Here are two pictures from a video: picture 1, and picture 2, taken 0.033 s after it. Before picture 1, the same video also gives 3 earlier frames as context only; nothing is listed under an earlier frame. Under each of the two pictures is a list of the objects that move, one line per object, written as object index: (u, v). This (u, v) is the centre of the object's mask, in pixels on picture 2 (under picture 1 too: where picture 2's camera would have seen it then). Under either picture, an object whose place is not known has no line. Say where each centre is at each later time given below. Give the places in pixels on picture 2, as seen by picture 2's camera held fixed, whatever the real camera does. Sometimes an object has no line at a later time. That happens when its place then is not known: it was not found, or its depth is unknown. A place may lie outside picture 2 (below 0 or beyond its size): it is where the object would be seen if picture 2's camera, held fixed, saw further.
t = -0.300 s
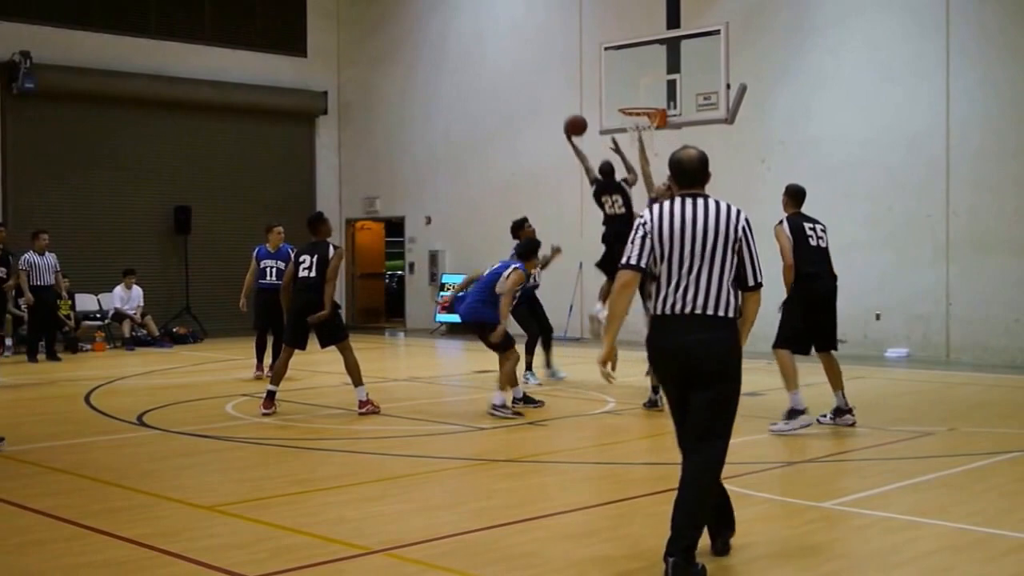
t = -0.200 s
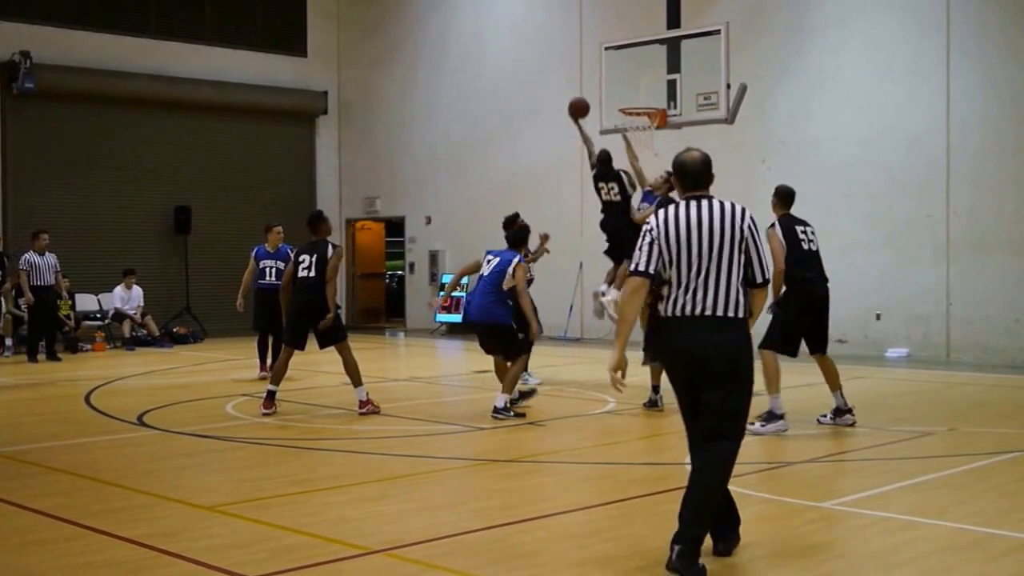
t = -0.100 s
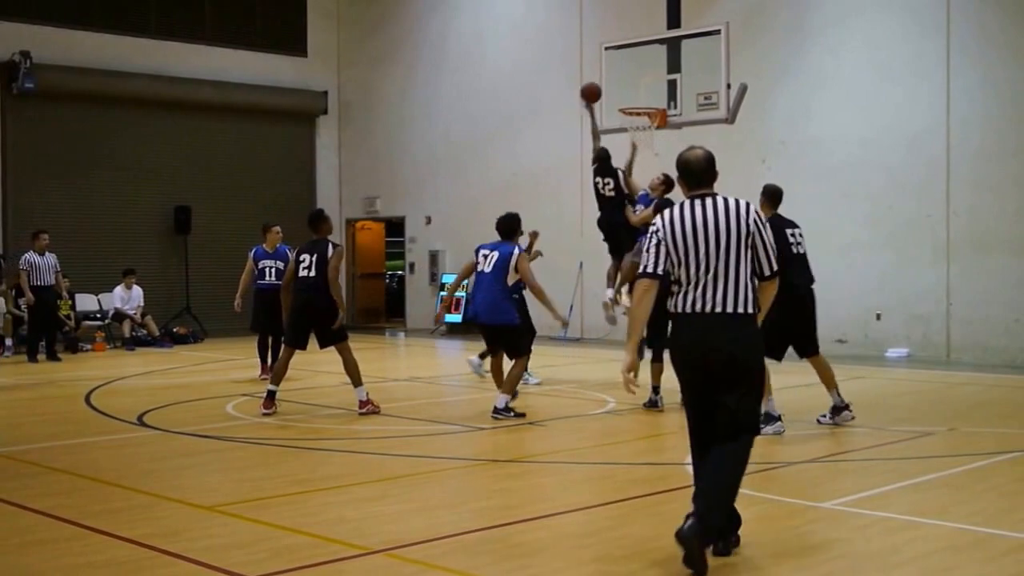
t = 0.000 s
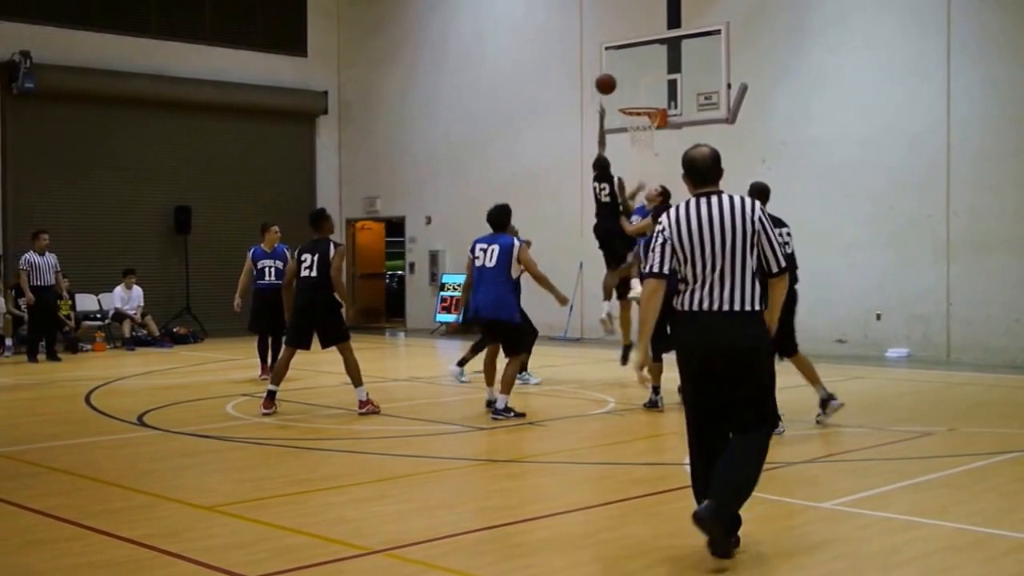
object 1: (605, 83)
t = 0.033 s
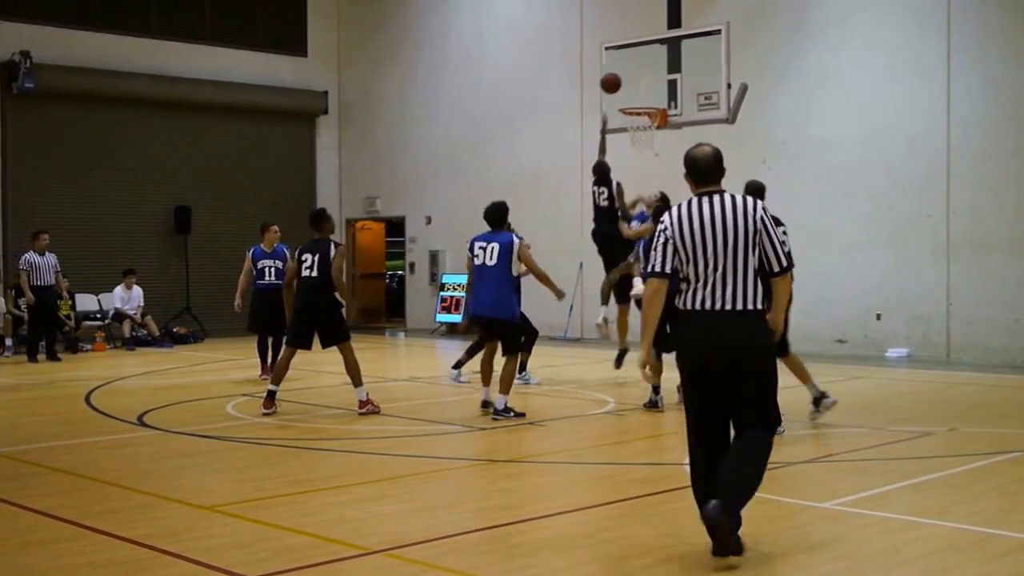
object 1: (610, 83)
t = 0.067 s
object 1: (615, 82)
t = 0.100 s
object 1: (620, 83)
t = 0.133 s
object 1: (625, 85)
